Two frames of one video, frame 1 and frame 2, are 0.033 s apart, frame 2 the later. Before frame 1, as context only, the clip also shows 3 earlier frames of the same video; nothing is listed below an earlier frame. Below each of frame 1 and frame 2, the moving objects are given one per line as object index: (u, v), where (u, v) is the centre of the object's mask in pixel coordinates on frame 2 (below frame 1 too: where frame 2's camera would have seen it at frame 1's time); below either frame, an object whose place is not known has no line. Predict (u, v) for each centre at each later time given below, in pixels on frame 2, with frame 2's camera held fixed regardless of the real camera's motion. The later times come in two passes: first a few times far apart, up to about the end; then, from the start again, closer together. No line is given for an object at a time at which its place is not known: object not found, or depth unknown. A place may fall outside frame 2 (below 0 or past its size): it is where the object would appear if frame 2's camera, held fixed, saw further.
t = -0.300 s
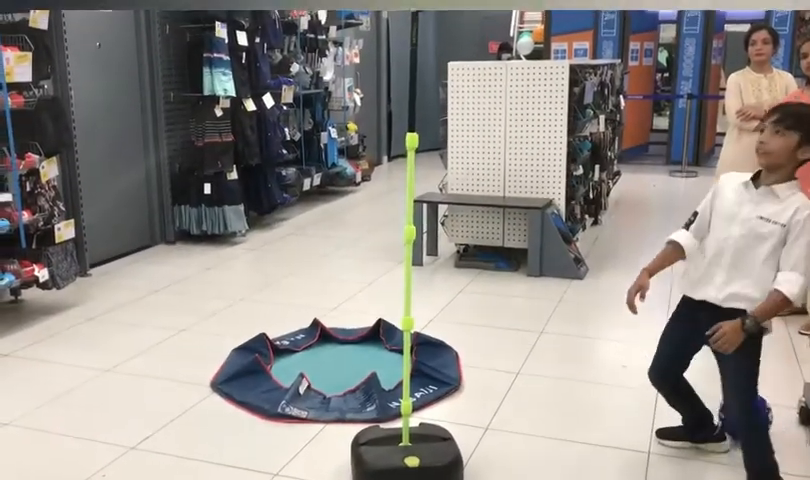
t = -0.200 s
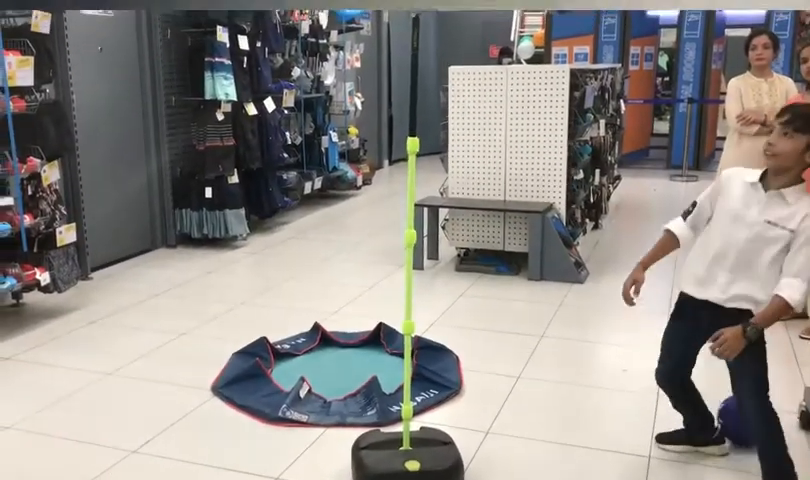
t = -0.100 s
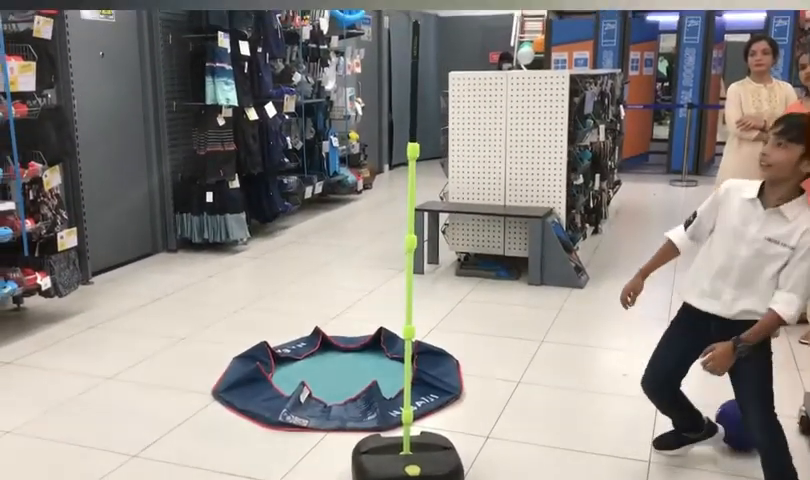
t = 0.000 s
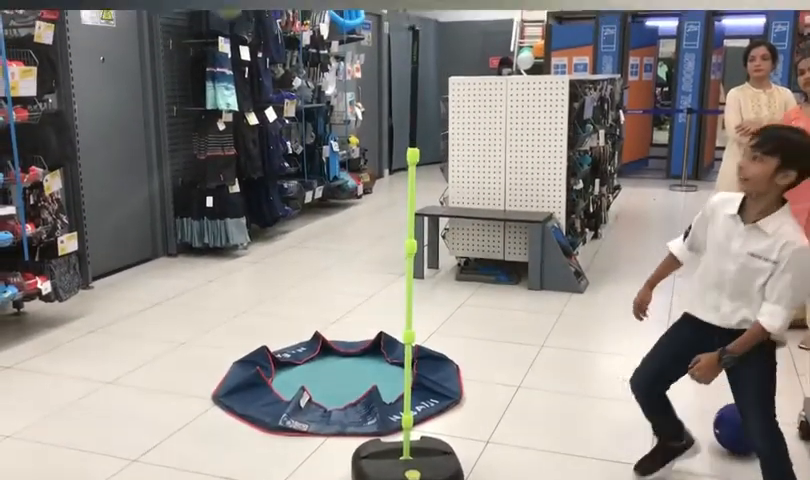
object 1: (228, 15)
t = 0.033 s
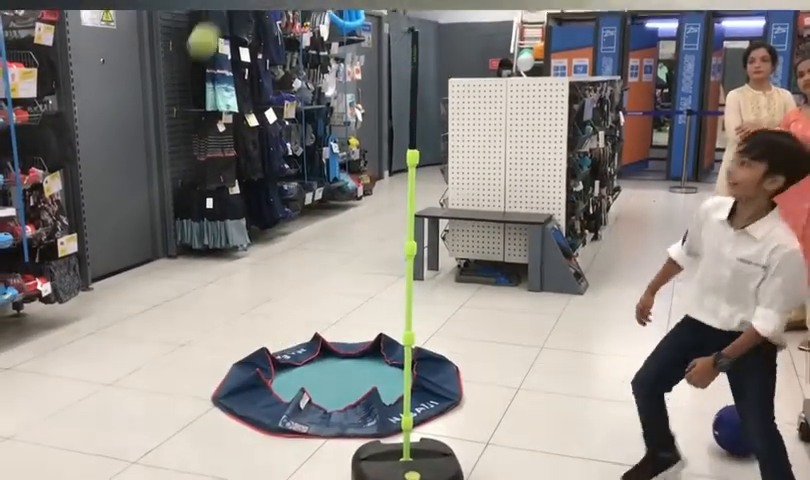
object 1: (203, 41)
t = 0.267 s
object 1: (233, 264)
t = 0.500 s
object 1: (446, 213)
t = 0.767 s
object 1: (613, 59)
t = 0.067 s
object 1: (184, 81)
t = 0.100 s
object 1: (172, 123)
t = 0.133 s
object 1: (169, 162)
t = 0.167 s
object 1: (174, 198)
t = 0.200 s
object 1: (186, 227)
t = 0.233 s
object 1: (207, 249)
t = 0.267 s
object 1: (233, 264)
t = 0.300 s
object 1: (262, 272)
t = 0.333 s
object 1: (294, 273)
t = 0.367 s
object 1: (325, 268)
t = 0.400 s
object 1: (358, 259)
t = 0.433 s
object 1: (389, 247)
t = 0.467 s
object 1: (418, 231)
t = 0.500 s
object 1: (446, 213)
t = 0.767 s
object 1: (613, 59)
